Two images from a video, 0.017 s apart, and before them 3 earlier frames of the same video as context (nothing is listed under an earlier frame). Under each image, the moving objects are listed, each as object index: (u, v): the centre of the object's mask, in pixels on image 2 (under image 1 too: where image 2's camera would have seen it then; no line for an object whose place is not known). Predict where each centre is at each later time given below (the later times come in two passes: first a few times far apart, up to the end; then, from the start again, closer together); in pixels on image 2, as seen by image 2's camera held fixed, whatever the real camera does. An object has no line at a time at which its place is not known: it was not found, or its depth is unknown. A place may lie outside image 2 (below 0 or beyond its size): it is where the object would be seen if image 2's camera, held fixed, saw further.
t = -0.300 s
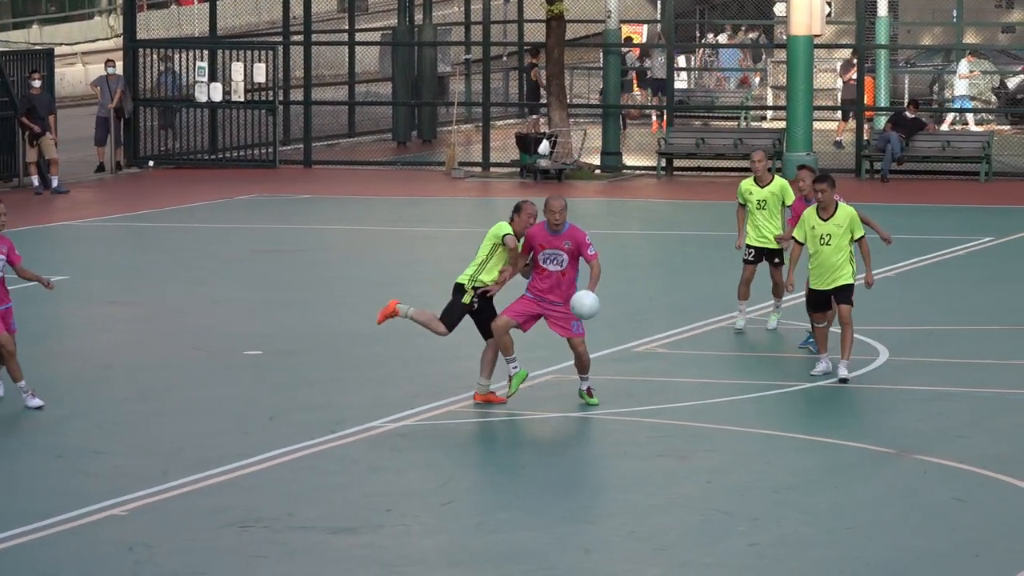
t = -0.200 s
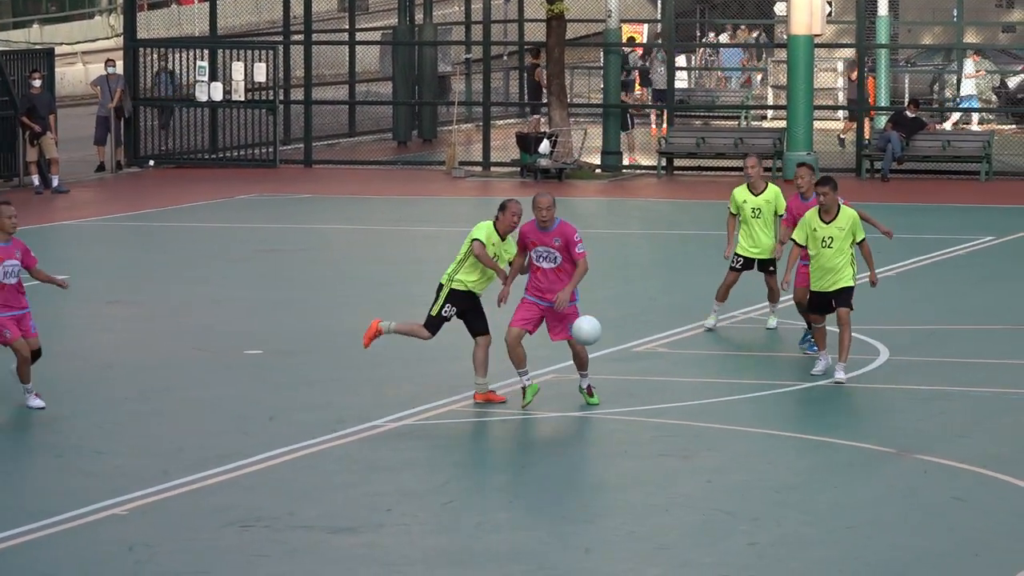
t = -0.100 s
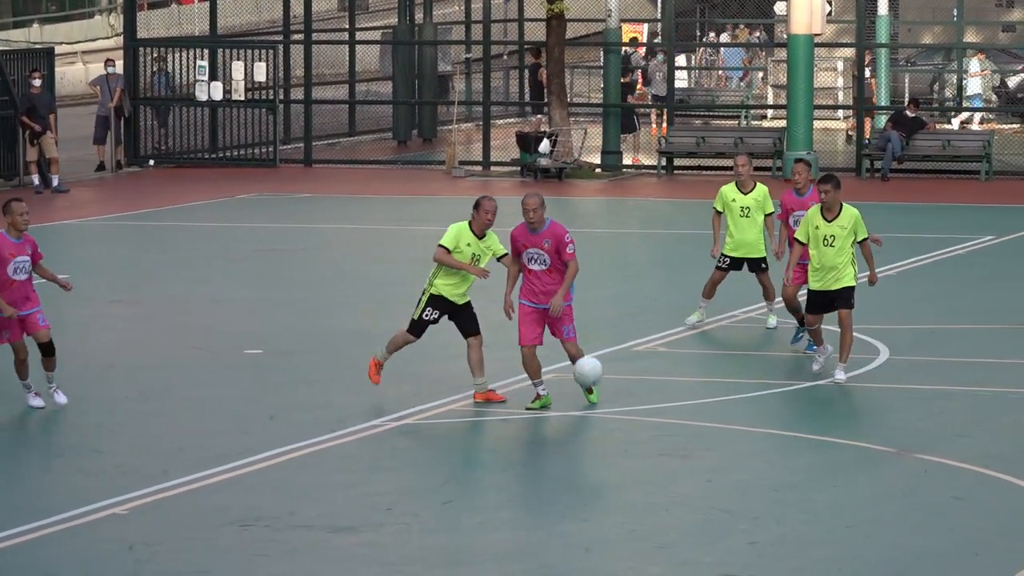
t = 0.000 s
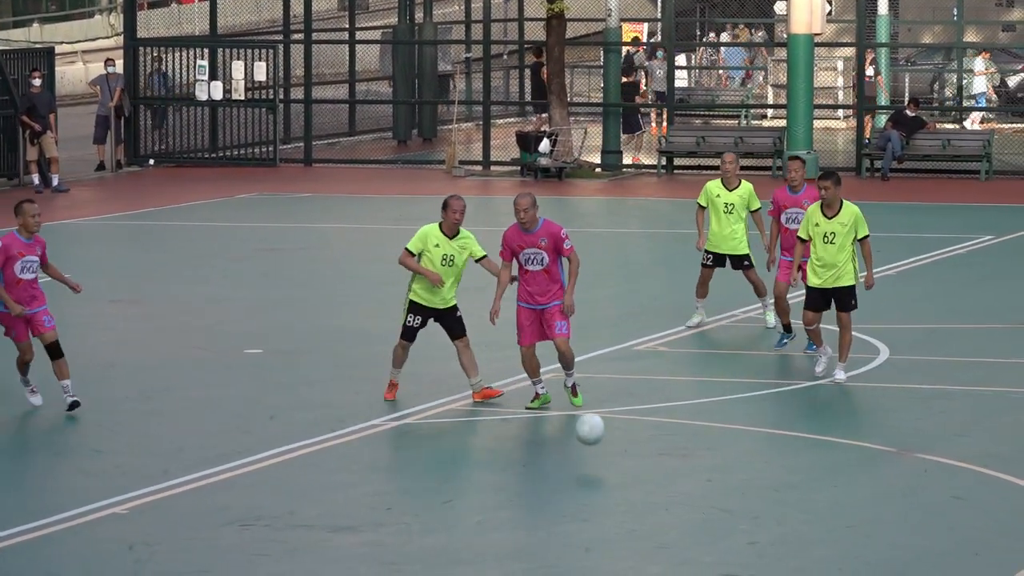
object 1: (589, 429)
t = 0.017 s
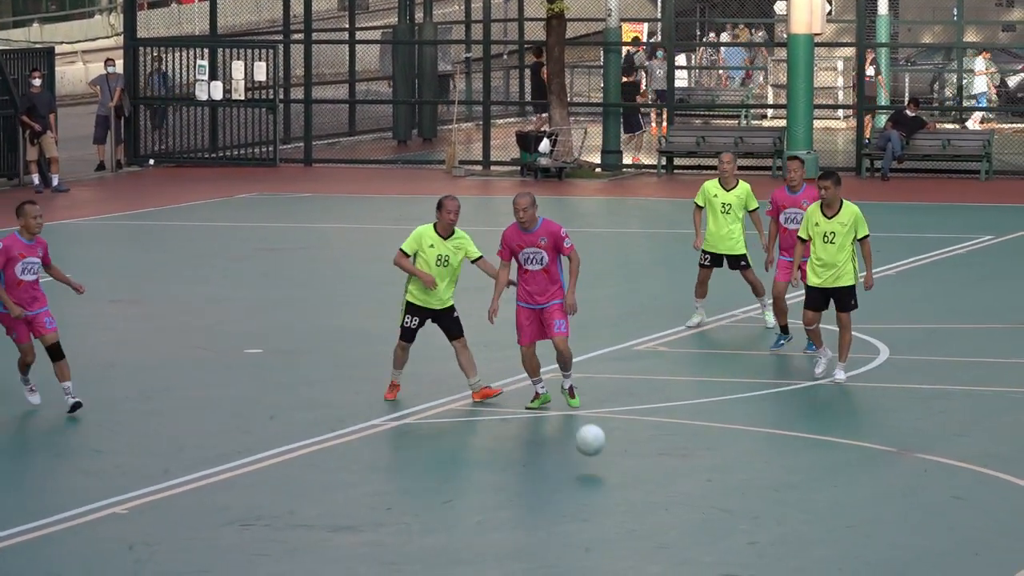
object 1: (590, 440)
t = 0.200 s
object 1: (593, 405)
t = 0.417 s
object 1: (595, 391)
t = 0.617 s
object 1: (597, 443)
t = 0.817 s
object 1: (598, 508)
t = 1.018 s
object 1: (598, 484)
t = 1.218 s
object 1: (597, 531)
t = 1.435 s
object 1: (596, 564)
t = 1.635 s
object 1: (594, 579)
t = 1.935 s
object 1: (593, 640)
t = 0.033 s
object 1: (590, 451)
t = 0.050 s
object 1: (590, 456)
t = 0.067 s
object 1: (590, 449)
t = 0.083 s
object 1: (591, 442)
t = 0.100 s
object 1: (591, 436)
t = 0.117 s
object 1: (591, 430)
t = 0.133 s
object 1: (592, 425)
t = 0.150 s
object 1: (592, 419)
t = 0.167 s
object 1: (592, 414)
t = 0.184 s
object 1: (592, 410)
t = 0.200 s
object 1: (593, 405)
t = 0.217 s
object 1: (593, 402)
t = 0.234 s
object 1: (593, 399)
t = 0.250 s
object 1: (593, 396)
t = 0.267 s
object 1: (593, 393)
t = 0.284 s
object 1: (593, 391)
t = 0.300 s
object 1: (594, 390)
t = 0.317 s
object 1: (594, 388)
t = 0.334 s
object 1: (594, 387)
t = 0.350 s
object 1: (594, 387)
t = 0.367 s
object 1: (594, 387)
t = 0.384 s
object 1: (595, 388)
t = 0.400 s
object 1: (595, 389)
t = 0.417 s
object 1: (595, 391)
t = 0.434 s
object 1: (595, 392)
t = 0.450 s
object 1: (595, 394)
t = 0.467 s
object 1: (595, 397)
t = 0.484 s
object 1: (596, 400)
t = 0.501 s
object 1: (596, 404)
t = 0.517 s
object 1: (596, 409)
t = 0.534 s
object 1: (596, 413)
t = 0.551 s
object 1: (597, 418)
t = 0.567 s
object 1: (597, 424)
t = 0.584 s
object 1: (597, 430)
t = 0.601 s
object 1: (597, 436)
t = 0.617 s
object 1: (597, 443)
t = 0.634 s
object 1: (597, 451)
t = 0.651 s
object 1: (597, 459)
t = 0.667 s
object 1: (597, 467)
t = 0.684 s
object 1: (598, 477)
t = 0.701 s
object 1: (598, 486)
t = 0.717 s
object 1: (598, 496)
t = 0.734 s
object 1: (598, 506)
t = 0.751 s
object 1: (598, 517)
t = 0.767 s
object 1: (598, 524)
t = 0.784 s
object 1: (599, 518)
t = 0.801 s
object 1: (599, 513)
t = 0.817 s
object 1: (598, 508)
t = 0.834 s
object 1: (598, 504)
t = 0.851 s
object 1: (598, 500)
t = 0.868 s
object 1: (599, 496)
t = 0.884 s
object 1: (599, 493)
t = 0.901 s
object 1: (599, 490)
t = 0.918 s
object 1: (598, 488)
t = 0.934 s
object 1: (598, 486)
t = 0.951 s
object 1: (599, 485)
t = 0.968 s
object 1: (598, 484)
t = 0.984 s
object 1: (598, 484)
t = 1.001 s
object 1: (598, 484)
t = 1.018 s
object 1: (598, 484)
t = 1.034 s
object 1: (599, 485)
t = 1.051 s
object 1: (598, 487)
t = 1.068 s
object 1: (598, 489)
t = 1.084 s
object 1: (598, 492)
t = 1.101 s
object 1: (598, 495)
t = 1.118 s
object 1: (598, 499)
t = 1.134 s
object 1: (598, 503)
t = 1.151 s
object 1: (598, 508)
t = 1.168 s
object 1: (597, 512)
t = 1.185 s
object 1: (598, 518)
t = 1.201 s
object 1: (597, 524)
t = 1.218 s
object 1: (597, 531)
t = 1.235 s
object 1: (597, 538)
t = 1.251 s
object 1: (597, 546)
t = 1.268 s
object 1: (596, 555)
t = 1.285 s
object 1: (597, 564)
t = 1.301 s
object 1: (597, 574)
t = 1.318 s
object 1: (596, 583)
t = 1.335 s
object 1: (597, 585)
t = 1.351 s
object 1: (597, 580)
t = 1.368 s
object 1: (597, 576)
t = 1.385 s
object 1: (597, 572)
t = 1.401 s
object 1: (596, 569)
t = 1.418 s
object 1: (597, 566)
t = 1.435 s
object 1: (596, 564)
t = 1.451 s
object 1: (596, 563)
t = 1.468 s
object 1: (595, 562)
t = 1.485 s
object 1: (595, 561)
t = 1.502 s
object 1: (595, 561)
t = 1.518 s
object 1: (595, 561)
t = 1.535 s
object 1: (595, 561)
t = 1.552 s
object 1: (595, 563)
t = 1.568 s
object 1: (594, 565)
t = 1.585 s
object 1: (594, 567)
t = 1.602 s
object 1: (595, 571)
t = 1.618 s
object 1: (594, 575)
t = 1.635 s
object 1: (594, 579)
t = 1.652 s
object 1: (594, 584)
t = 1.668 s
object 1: (594, 589)
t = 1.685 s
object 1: (594, 595)
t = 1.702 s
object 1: (595, 602)
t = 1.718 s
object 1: (595, 609)
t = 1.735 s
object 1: (595, 617)
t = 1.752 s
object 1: (595, 625)
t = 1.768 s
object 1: (596, 635)
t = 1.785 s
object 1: (596, 645)
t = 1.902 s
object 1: (594, 638)
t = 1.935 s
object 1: (593, 640)
